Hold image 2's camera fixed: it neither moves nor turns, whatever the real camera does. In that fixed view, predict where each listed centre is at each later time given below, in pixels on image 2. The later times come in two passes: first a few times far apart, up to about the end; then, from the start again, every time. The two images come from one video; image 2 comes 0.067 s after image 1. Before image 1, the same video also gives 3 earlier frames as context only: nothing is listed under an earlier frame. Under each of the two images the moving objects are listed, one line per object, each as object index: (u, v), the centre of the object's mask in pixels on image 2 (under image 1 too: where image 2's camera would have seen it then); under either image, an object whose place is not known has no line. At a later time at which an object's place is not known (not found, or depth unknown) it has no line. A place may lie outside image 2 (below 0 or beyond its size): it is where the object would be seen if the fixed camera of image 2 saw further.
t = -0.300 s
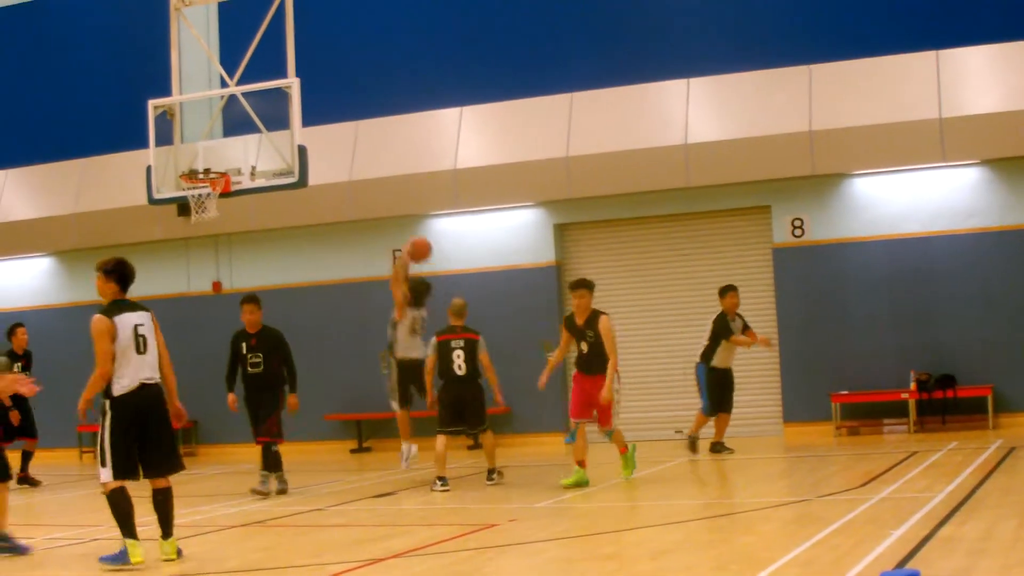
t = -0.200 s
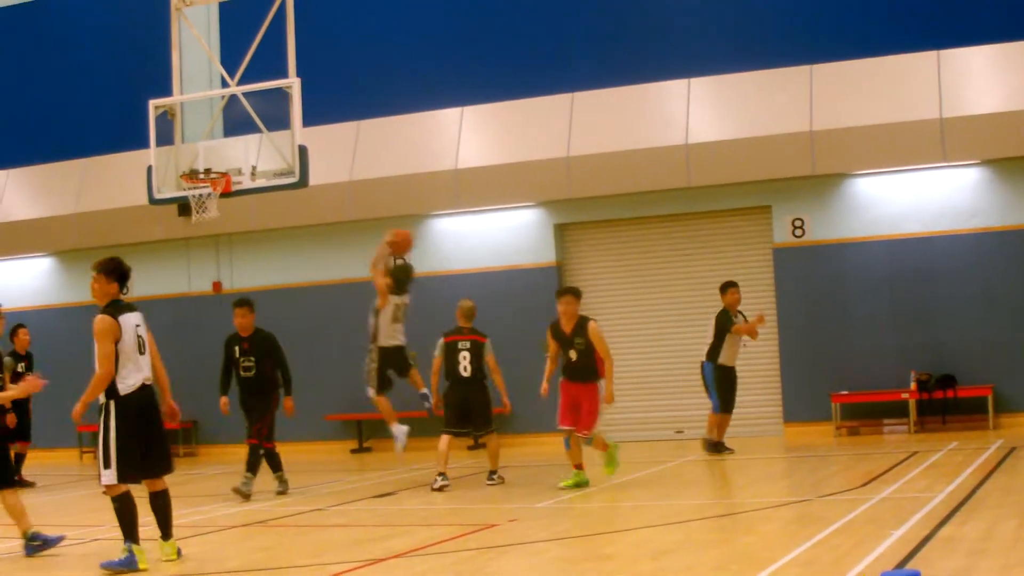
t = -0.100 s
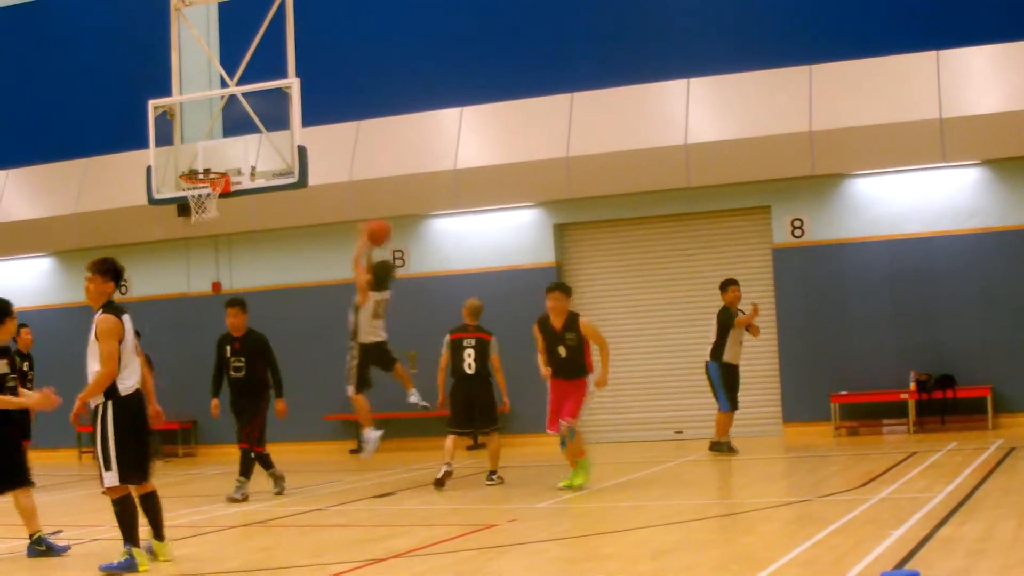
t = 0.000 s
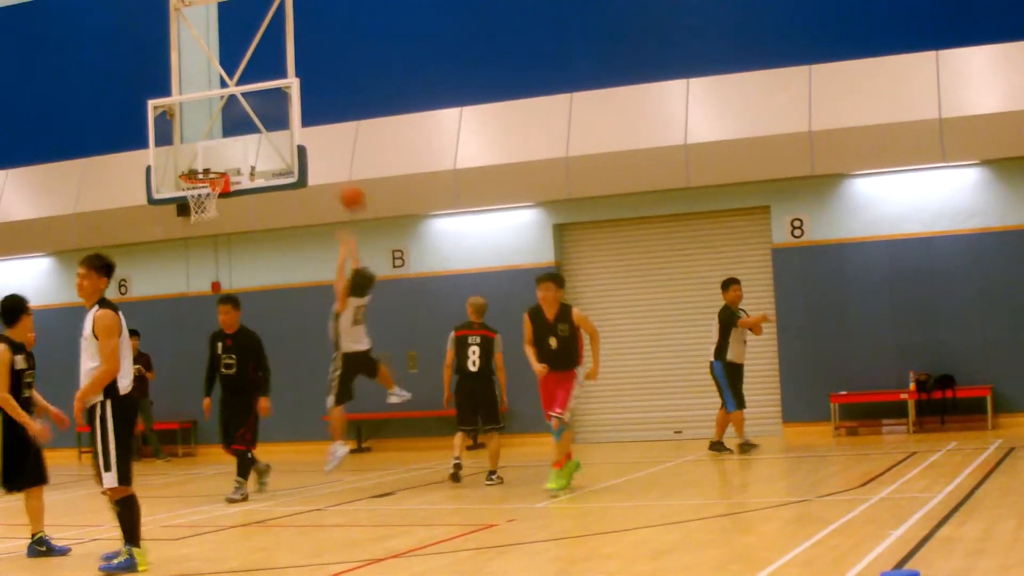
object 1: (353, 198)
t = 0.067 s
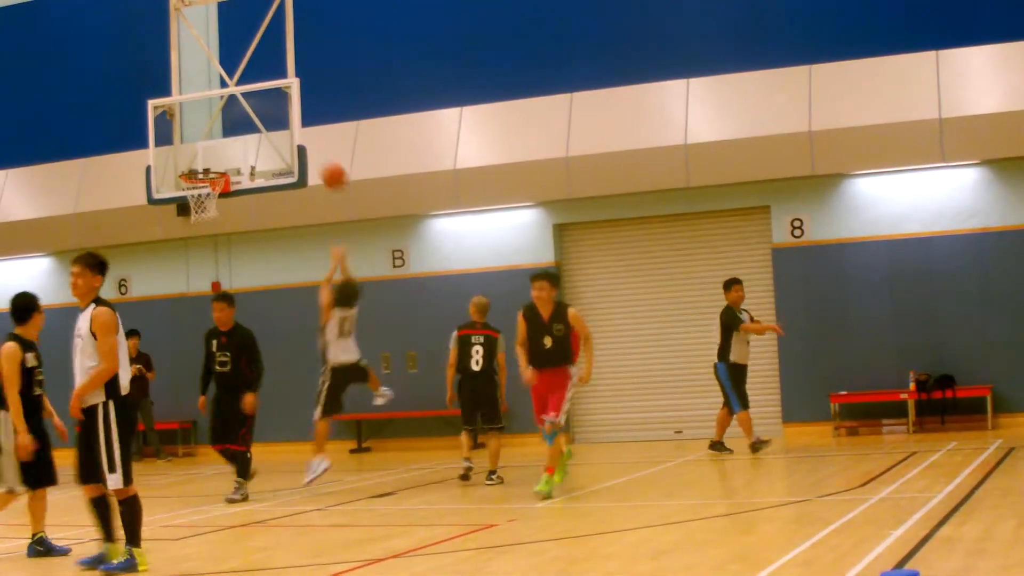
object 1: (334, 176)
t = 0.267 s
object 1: (284, 140)
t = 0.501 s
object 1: (229, 144)
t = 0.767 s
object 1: (201, 165)
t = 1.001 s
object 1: (233, 160)
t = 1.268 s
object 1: (244, 184)
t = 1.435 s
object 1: (237, 211)
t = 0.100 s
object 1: (325, 166)
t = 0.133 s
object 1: (317, 159)
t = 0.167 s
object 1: (308, 152)
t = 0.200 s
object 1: (299, 148)
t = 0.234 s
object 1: (291, 144)
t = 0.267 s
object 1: (284, 140)
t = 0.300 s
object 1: (275, 137)
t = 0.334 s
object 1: (268, 136)
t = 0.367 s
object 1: (260, 136)
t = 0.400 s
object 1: (253, 137)
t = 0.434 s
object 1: (245, 139)
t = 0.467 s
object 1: (238, 142)
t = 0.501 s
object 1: (229, 144)
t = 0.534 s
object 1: (222, 148)
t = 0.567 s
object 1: (214, 153)
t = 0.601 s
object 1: (206, 159)
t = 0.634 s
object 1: (198, 163)
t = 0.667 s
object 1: (193, 166)
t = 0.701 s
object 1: (194, 166)
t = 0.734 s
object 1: (197, 166)
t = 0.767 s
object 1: (201, 165)
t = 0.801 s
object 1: (209, 164)
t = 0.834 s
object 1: (215, 163)
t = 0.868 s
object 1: (220, 161)
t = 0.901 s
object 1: (223, 159)
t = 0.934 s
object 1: (227, 159)
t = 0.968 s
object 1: (230, 158)
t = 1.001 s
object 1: (233, 160)
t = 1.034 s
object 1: (237, 162)
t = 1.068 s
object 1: (240, 166)
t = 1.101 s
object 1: (242, 170)
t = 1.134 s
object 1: (246, 175)
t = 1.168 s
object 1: (248, 180)
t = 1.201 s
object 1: (247, 180)
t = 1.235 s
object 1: (246, 181)
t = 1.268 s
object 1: (244, 184)
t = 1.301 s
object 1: (242, 186)
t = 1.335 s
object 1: (241, 191)
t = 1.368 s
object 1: (240, 197)
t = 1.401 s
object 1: (237, 203)
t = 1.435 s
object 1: (237, 211)
